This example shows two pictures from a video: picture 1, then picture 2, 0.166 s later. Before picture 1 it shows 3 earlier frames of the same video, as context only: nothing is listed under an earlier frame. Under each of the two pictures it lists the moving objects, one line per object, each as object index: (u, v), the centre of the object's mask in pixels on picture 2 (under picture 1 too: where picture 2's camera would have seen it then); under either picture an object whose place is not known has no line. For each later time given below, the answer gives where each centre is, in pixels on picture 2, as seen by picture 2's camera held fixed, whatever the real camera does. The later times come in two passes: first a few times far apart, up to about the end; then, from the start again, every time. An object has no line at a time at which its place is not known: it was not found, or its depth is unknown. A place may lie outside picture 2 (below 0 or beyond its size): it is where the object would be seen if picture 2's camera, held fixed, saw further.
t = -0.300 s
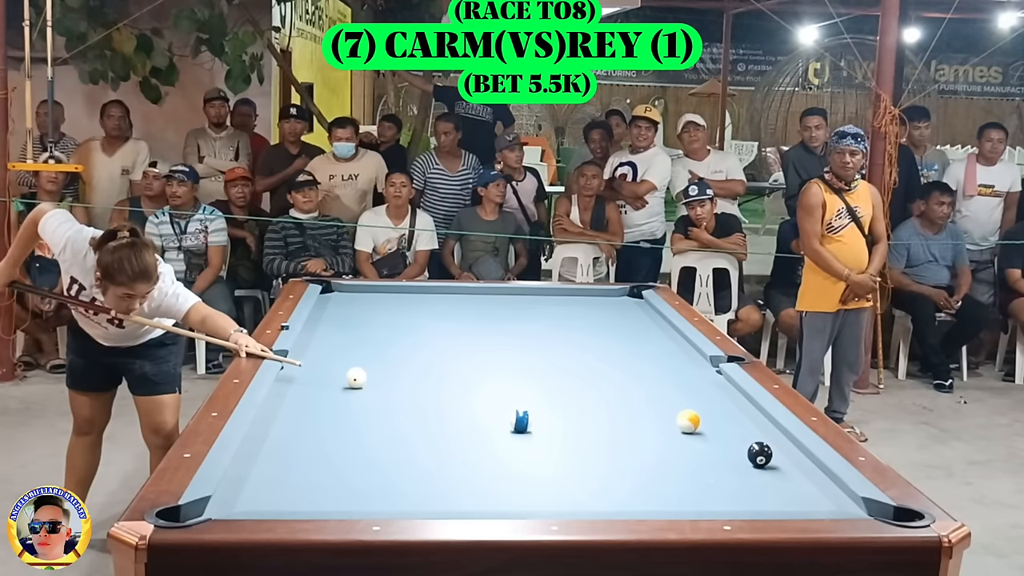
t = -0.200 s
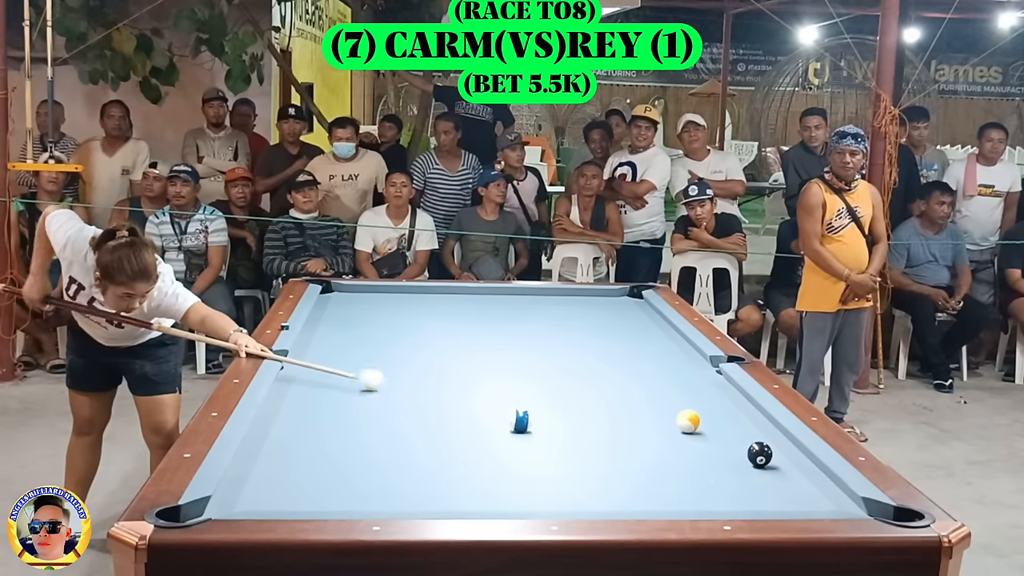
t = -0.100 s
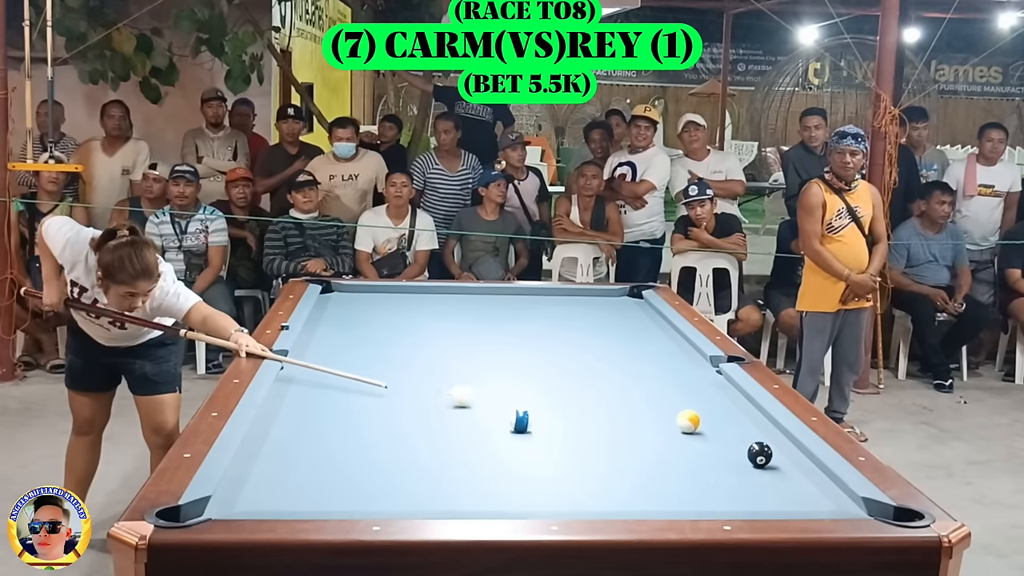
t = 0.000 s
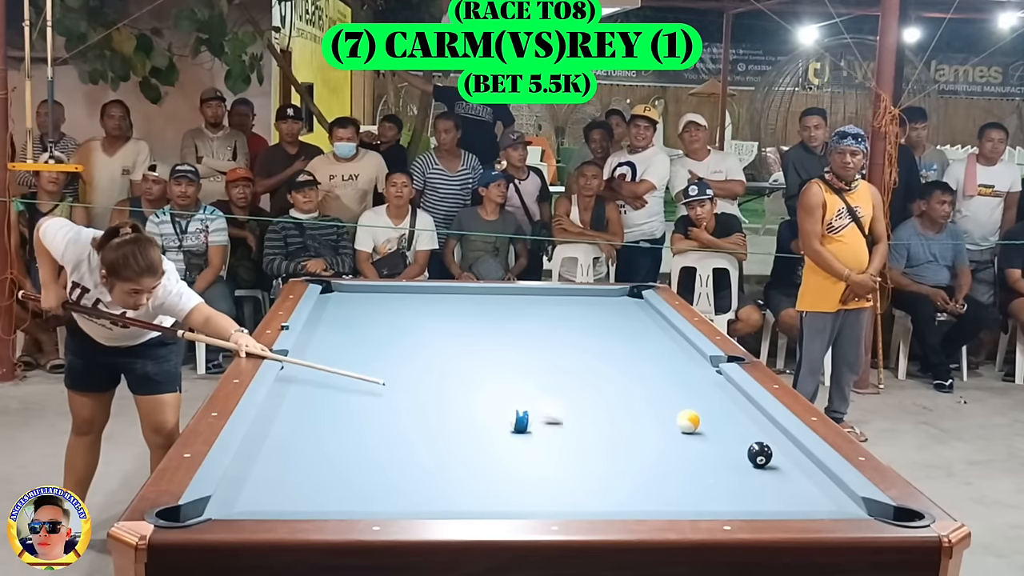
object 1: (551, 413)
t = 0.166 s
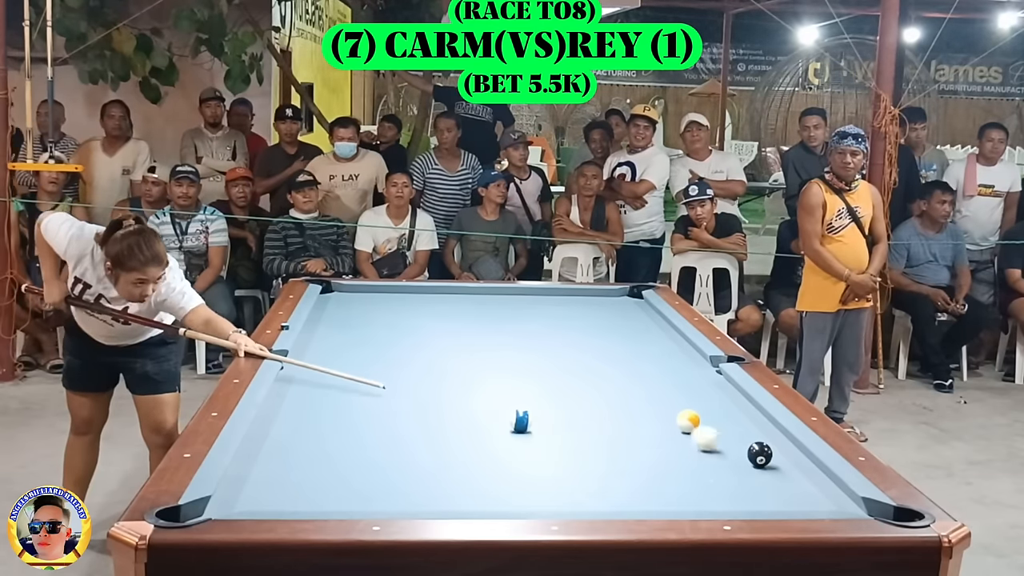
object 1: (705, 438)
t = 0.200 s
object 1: (737, 443)
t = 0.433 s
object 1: (719, 461)
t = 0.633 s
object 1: (647, 483)
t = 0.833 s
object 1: (566, 501)
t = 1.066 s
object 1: (474, 494)
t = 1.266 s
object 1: (404, 480)
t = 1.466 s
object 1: (339, 468)
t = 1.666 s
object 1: (285, 457)
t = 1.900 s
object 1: (274, 442)
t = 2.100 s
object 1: (312, 430)
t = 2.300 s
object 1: (346, 419)
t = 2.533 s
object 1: (382, 408)
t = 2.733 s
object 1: (409, 399)
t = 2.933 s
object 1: (435, 390)
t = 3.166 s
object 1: (461, 383)
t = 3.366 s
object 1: (482, 375)
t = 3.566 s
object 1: (501, 369)
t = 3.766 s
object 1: (520, 364)
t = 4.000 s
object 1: (539, 357)
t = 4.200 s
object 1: (552, 353)
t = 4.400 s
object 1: (567, 348)
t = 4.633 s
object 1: (582, 343)
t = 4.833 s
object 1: (594, 340)
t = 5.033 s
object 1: (605, 336)
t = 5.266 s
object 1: (616, 332)
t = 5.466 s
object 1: (626, 329)
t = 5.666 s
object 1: (634, 327)
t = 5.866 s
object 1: (642, 325)
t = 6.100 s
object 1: (650, 322)
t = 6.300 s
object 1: (656, 320)
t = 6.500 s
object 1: (657, 318)
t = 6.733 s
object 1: (651, 317)
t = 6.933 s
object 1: (648, 316)
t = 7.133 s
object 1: (645, 315)
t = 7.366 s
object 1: (642, 314)
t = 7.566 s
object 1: (640, 314)
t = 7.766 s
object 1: (639, 314)
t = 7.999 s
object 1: (638, 313)
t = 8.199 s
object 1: (638, 313)
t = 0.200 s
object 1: (737, 443)
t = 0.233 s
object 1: (766, 441)
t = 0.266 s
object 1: (790, 446)
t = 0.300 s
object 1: (776, 448)
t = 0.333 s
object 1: (761, 451)
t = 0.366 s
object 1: (746, 454)
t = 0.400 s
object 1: (732, 457)
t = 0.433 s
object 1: (719, 461)
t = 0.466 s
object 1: (707, 464)
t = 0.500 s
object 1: (695, 468)
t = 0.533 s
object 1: (684, 471)
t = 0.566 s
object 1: (671, 475)
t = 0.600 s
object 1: (659, 479)
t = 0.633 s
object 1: (647, 483)
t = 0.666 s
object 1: (634, 487)
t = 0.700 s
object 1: (621, 491)
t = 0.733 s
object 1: (608, 495)
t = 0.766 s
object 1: (594, 498)
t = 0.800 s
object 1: (580, 500)
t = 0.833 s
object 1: (566, 501)
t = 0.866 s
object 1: (551, 502)
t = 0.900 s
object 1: (538, 501)
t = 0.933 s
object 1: (524, 500)
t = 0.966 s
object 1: (512, 499)
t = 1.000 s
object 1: (499, 497)
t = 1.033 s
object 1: (487, 495)
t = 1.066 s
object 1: (474, 494)
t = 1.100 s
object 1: (462, 492)
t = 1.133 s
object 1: (450, 489)
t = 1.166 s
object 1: (438, 487)
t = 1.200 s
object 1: (426, 485)
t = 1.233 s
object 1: (416, 483)
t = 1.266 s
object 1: (404, 480)
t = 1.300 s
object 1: (392, 478)
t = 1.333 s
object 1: (381, 476)
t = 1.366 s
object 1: (371, 474)
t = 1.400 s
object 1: (360, 472)
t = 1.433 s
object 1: (350, 470)
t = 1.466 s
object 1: (339, 468)
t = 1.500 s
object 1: (334, 467)
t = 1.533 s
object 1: (324, 465)
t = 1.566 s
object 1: (314, 463)
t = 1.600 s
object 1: (304, 461)
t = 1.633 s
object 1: (294, 458)
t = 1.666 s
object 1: (285, 457)
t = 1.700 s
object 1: (275, 454)
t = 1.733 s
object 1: (266, 453)
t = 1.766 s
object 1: (256, 451)
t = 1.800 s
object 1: (252, 449)
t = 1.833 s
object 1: (260, 446)
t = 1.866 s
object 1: (268, 445)
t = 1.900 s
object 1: (274, 442)
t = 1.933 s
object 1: (281, 440)
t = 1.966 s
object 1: (287, 438)
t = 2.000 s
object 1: (294, 436)
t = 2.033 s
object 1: (299, 434)
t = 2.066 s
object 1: (306, 432)
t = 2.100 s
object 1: (312, 430)
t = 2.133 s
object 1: (318, 428)
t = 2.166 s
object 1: (324, 426)
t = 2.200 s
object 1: (330, 424)
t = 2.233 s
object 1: (335, 423)
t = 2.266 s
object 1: (340, 421)
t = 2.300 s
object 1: (346, 419)
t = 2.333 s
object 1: (351, 417)
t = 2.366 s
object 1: (357, 416)
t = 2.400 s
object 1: (362, 414)
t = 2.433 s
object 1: (367, 412)
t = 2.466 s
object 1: (372, 411)
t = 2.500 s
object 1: (376, 409)
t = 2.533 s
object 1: (382, 408)
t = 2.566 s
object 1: (387, 406)
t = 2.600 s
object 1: (391, 405)
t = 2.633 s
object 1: (396, 403)
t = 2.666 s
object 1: (401, 402)
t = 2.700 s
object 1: (405, 401)
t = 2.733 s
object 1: (409, 399)
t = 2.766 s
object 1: (415, 397)
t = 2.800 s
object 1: (418, 396)
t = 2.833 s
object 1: (422, 395)
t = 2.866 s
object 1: (427, 393)
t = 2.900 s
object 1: (431, 392)
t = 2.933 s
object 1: (435, 390)
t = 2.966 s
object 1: (439, 389)
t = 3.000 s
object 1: (443, 387)
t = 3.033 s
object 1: (447, 386)
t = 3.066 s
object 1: (451, 385)
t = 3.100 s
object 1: (455, 384)
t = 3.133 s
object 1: (457, 383)
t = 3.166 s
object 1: (461, 383)
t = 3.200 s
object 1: (466, 380)
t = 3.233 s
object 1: (469, 379)
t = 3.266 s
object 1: (472, 378)
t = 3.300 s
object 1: (475, 378)
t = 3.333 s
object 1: (479, 378)
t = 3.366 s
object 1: (482, 375)
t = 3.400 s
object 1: (486, 374)
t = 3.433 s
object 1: (489, 373)
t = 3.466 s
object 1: (492, 372)
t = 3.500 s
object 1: (496, 371)
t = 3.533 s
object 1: (499, 371)
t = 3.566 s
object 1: (501, 369)
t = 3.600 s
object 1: (504, 369)
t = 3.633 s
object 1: (508, 368)
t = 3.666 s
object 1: (512, 366)
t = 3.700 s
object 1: (514, 366)
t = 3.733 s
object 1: (517, 365)
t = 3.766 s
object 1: (520, 364)
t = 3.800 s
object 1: (523, 363)
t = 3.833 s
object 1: (525, 362)
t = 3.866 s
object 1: (528, 361)
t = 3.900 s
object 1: (531, 361)
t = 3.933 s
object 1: (534, 360)
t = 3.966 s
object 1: (537, 358)
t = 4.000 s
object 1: (539, 357)
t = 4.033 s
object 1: (541, 356)
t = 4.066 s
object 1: (544, 355)
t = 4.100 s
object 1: (547, 355)
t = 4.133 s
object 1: (549, 354)
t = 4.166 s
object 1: (550, 354)
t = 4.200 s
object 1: (552, 353)
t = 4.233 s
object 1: (555, 352)
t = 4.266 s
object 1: (558, 351)
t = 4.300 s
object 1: (560, 351)
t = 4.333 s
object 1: (563, 350)
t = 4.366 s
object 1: (565, 349)
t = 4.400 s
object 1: (567, 348)
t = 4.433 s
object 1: (569, 348)
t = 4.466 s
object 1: (571, 347)
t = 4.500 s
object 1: (573, 347)
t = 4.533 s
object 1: (575, 346)
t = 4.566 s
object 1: (577, 345)
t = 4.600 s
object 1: (580, 344)
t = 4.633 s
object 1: (582, 343)
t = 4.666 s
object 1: (584, 343)
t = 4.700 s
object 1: (586, 342)
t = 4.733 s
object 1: (588, 342)
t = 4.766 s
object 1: (590, 341)
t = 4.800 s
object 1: (592, 340)
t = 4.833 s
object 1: (594, 340)
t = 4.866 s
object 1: (595, 339)
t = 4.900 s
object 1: (597, 339)
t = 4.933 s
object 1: (600, 338)
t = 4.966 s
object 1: (601, 337)
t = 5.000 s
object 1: (603, 337)
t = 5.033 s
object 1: (605, 336)
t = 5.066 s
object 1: (607, 336)
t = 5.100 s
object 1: (608, 335)
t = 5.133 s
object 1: (610, 335)
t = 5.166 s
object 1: (611, 334)
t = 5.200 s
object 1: (613, 334)
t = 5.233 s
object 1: (615, 333)
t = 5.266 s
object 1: (616, 332)
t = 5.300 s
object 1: (618, 332)
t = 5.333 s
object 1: (620, 332)
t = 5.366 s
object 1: (621, 331)
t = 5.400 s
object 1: (623, 331)
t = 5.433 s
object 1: (624, 330)
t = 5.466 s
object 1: (626, 329)
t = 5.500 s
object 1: (627, 329)
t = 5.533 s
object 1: (628, 329)
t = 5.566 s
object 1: (630, 328)
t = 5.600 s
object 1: (631, 328)
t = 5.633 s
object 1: (633, 327)
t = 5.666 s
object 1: (634, 327)
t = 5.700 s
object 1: (635, 327)
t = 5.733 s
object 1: (637, 326)
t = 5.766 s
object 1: (638, 326)
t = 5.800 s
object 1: (640, 325)
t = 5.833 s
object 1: (641, 325)
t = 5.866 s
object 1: (642, 325)
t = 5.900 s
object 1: (643, 324)
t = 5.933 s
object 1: (644, 324)
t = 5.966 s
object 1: (645, 323)
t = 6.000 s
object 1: (646, 323)
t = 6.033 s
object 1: (648, 323)
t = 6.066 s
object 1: (649, 322)
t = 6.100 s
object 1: (650, 322)
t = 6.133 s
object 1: (651, 322)
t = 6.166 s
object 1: (652, 321)
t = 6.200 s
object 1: (653, 321)
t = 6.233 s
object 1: (654, 321)
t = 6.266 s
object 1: (655, 320)
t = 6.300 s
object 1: (656, 320)
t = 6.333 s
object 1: (657, 319)
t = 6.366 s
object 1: (658, 319)
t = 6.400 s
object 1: (659, 319)
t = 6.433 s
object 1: (658, 318)
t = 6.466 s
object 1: (658, 318)
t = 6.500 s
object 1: (657, 318)
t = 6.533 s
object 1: (656, 318)
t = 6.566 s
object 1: (655, 318)
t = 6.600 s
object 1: (654, 317)
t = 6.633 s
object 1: (654, 317)
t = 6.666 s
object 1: (653, 317)
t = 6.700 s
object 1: (652, 317)
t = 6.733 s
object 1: (651, 317)
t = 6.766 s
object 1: (651, 317)
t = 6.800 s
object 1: (650, 316)
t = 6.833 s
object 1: (650, 316)
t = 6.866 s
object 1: (649, 316)
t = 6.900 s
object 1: (648, 316)
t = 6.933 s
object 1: (648, 316)
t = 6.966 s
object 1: (647, 316)
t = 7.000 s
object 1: (647, 316)
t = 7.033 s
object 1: (646, 315)
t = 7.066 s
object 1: (646, 315)
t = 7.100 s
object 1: (645, 315)
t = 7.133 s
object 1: (645, 315)
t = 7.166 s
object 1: (644, 315)
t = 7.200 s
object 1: (643, 315)
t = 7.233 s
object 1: (643, 315)
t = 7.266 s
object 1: (643, 314)
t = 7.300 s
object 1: (642, 314)
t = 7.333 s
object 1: (642, 314)
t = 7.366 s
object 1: (642, 314)
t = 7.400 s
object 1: (641, 314)
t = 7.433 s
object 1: (641, 314)
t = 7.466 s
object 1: (641, 314)
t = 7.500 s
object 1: (640, 314)
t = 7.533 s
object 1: (640, 314)
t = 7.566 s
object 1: (640, 314)
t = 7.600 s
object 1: (639, 314)
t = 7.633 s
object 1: (639, 314)
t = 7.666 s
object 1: (639, 314)
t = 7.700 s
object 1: (639, 314)
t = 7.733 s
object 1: (639, 314)
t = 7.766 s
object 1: (639, 314)
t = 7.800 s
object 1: (639, 314)
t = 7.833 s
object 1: (639, 314)
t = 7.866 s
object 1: (638, 313)
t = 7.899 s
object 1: (638, 313)
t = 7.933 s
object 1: (638, 313)
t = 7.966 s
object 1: (638, 313)
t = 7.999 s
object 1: (638, 313)
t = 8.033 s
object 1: (638, 313)
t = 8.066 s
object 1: (638, 313)
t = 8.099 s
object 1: (638, 313)
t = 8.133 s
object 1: (638, 313)
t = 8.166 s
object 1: (638, 313)
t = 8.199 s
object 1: (638, 313)
